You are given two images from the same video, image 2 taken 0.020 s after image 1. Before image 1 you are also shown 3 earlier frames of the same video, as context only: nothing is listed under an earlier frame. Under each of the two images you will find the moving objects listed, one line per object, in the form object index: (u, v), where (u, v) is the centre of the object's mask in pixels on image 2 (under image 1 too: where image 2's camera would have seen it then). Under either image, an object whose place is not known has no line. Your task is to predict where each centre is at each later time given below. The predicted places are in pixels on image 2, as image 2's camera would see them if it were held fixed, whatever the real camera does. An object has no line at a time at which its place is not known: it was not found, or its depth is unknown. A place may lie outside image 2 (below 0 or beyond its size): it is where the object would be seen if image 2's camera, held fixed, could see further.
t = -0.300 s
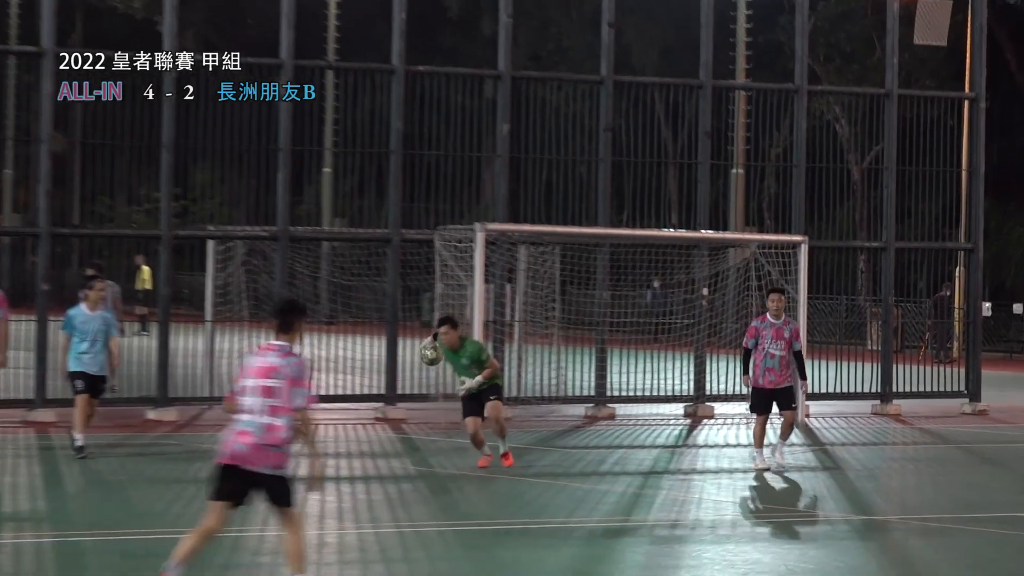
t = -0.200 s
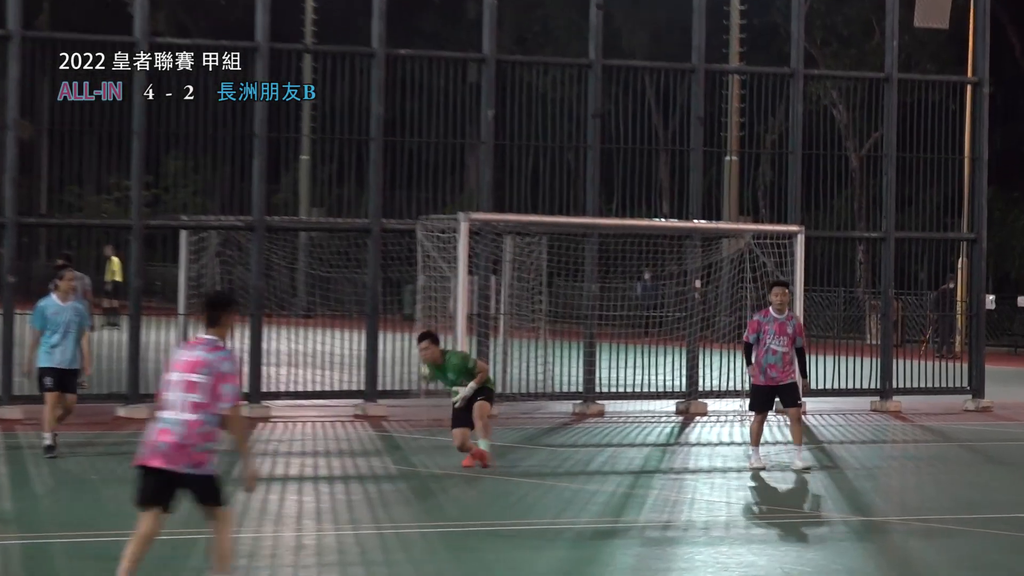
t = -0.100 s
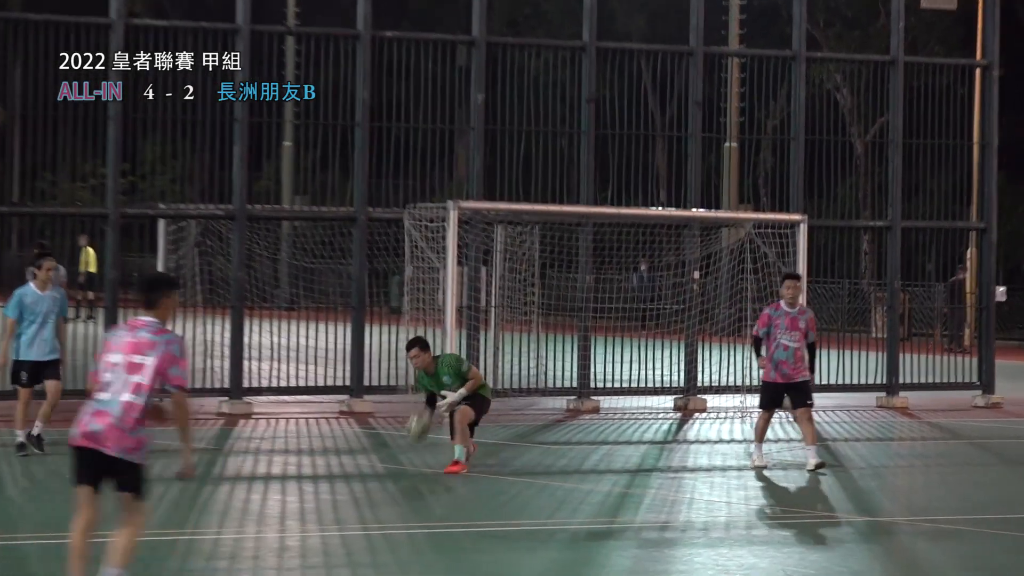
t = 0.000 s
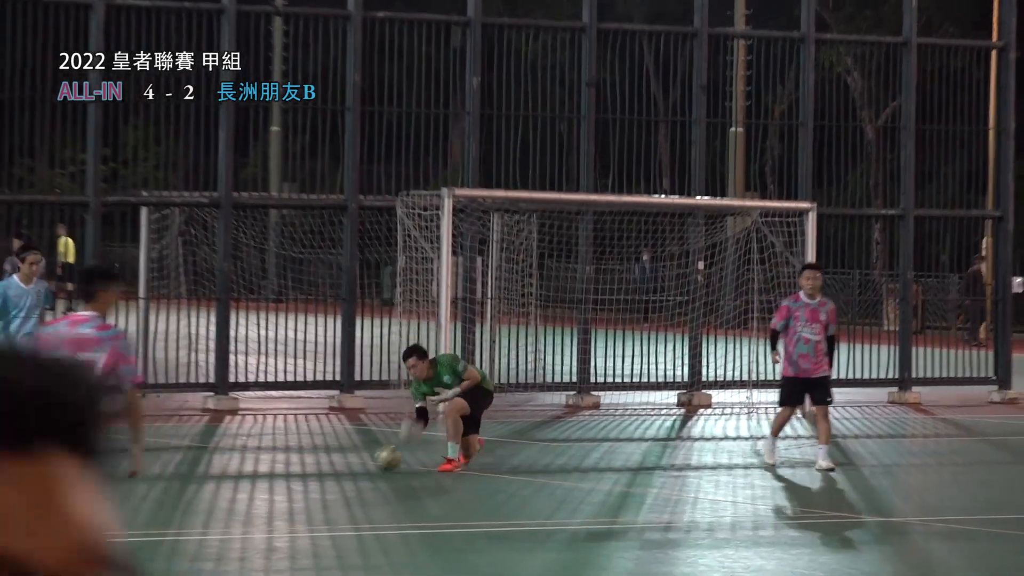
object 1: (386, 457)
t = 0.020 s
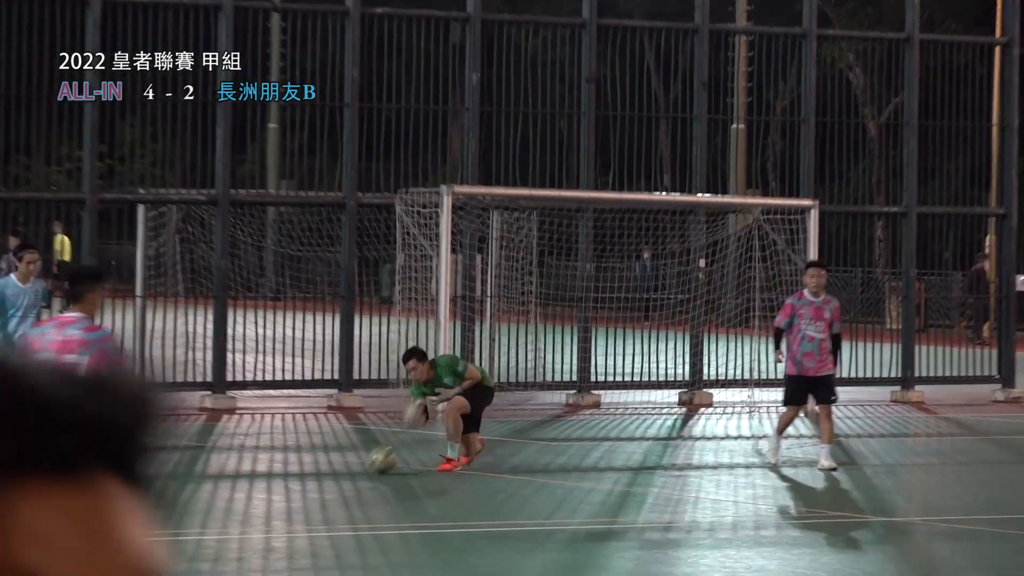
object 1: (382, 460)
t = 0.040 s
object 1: (378, 463)
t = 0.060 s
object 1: (373, 463)
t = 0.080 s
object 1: (369, 464)
